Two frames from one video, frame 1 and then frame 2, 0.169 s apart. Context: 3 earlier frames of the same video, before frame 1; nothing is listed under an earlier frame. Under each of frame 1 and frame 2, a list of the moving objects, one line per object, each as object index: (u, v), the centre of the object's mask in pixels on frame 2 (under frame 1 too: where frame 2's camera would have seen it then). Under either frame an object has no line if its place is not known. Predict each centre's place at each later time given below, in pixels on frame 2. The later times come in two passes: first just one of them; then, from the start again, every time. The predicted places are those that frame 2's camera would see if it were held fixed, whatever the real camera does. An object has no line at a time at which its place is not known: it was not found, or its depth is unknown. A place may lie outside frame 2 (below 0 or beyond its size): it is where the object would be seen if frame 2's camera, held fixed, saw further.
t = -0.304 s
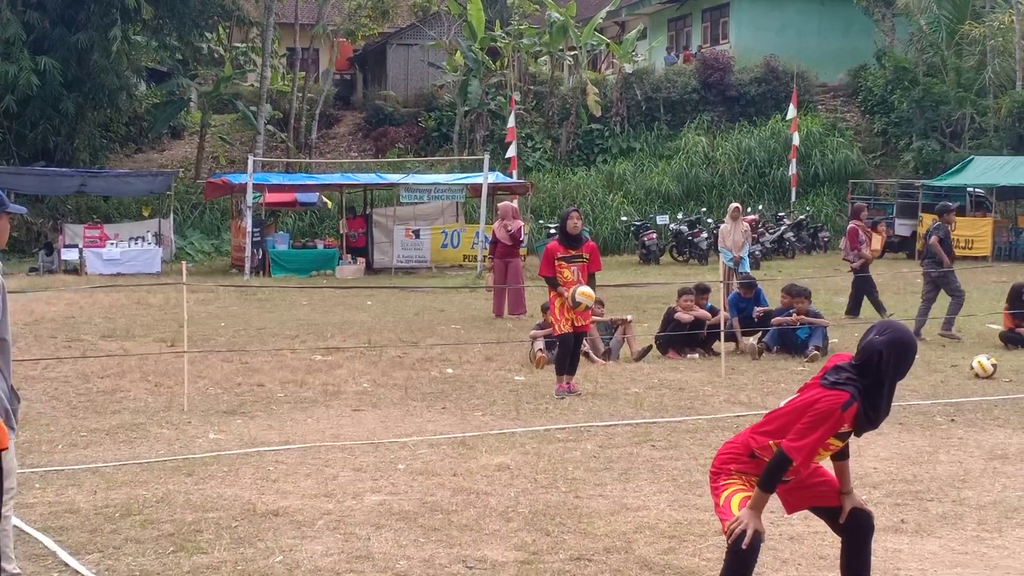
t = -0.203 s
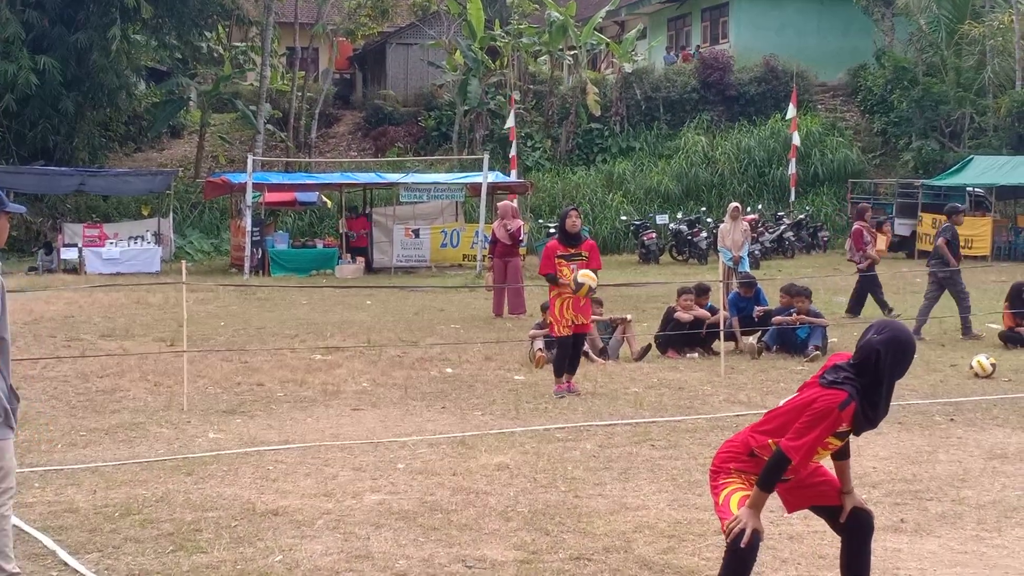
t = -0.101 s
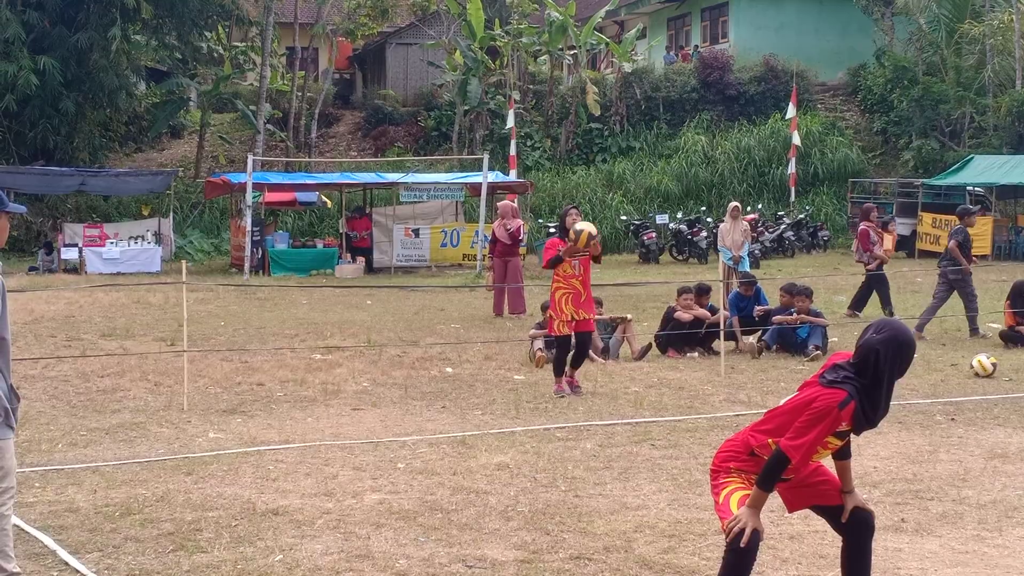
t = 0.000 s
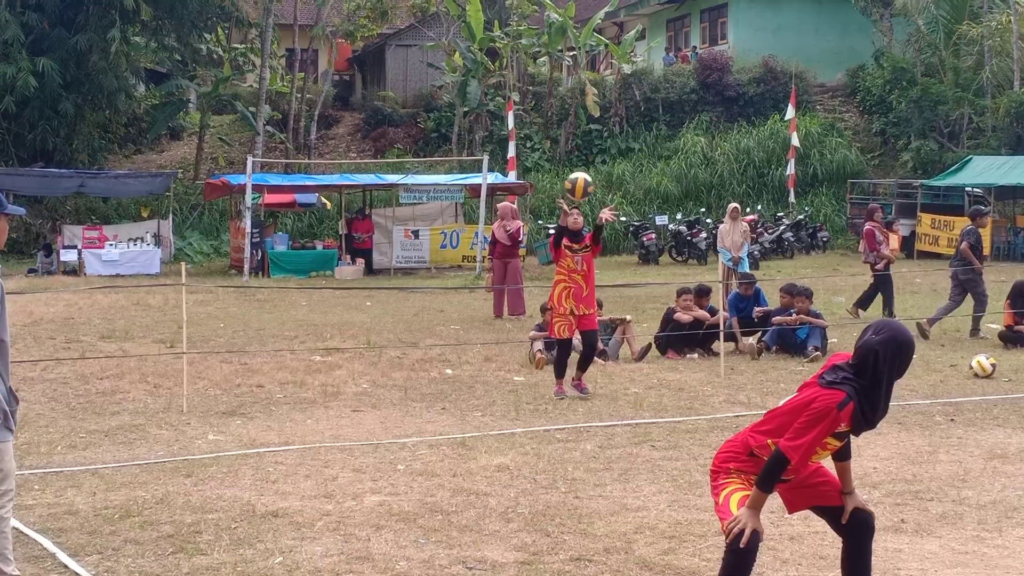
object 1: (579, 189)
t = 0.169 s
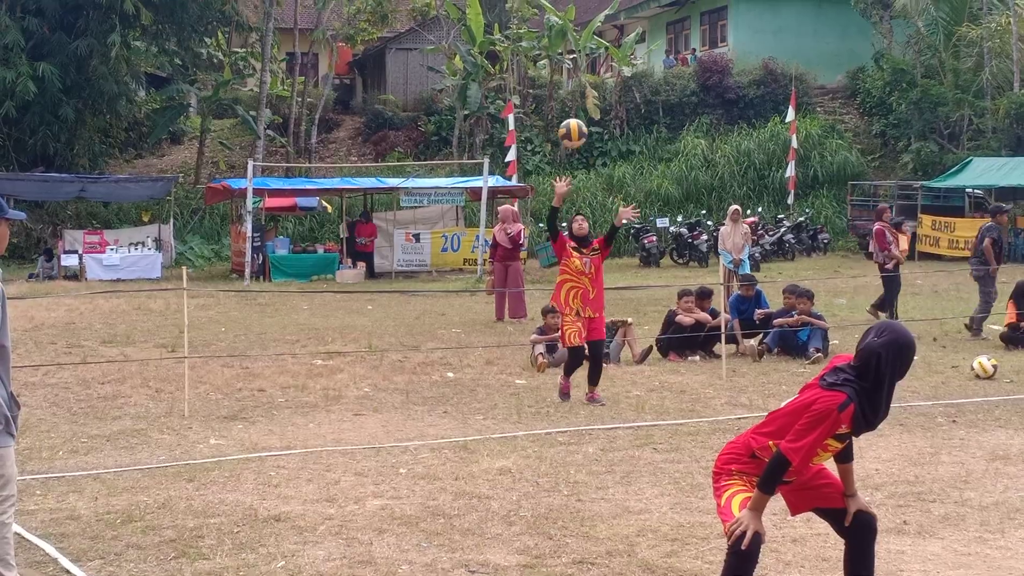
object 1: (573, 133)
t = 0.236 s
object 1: (570, 121)
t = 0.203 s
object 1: (571, 127)
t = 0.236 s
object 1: (570, 121)
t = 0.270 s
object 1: (569, 117)
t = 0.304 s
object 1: (567, 116)
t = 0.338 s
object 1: (565, 117)
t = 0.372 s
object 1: (564, 120)
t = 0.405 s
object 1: (562, 124)
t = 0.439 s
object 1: (560, 131)
